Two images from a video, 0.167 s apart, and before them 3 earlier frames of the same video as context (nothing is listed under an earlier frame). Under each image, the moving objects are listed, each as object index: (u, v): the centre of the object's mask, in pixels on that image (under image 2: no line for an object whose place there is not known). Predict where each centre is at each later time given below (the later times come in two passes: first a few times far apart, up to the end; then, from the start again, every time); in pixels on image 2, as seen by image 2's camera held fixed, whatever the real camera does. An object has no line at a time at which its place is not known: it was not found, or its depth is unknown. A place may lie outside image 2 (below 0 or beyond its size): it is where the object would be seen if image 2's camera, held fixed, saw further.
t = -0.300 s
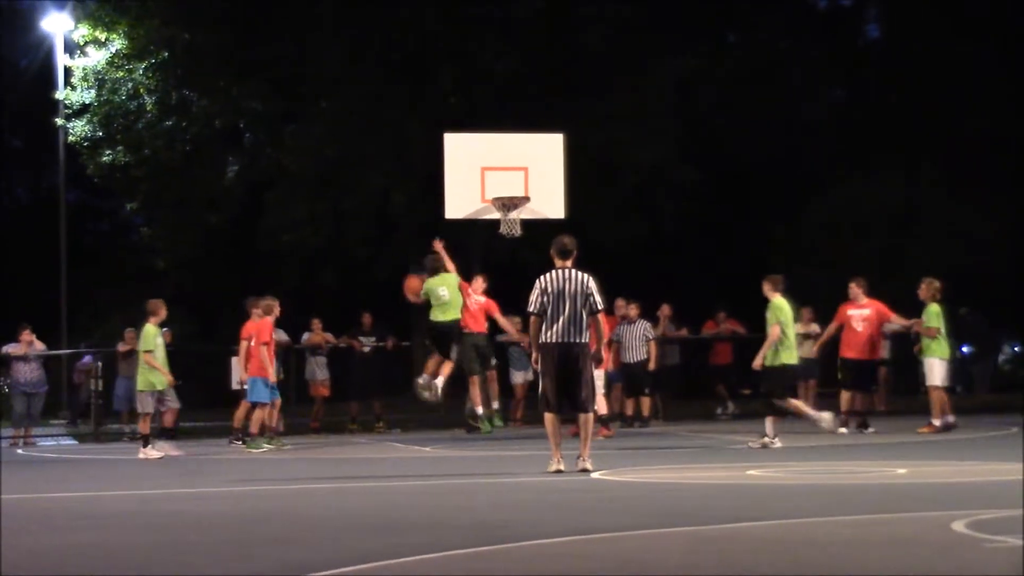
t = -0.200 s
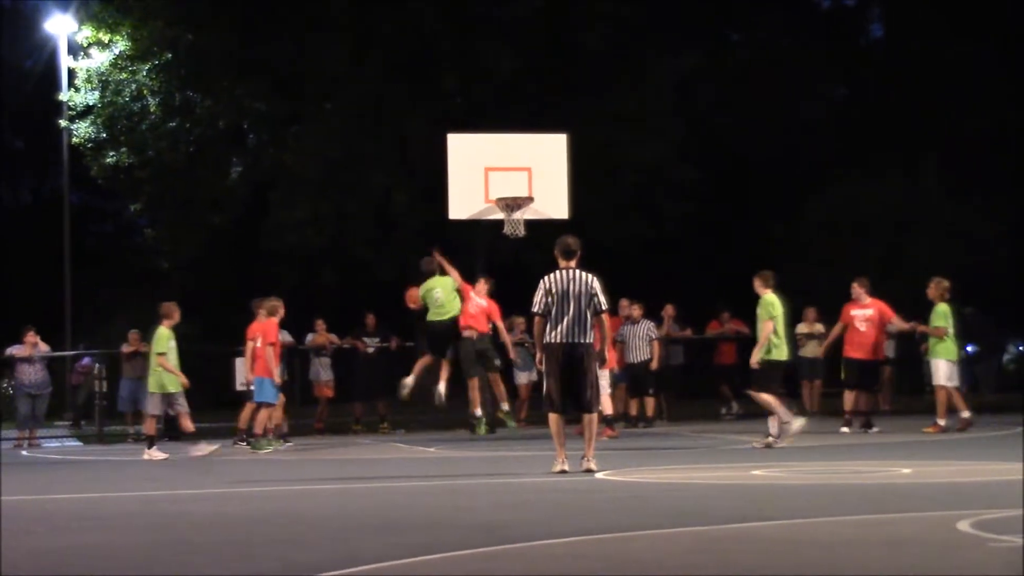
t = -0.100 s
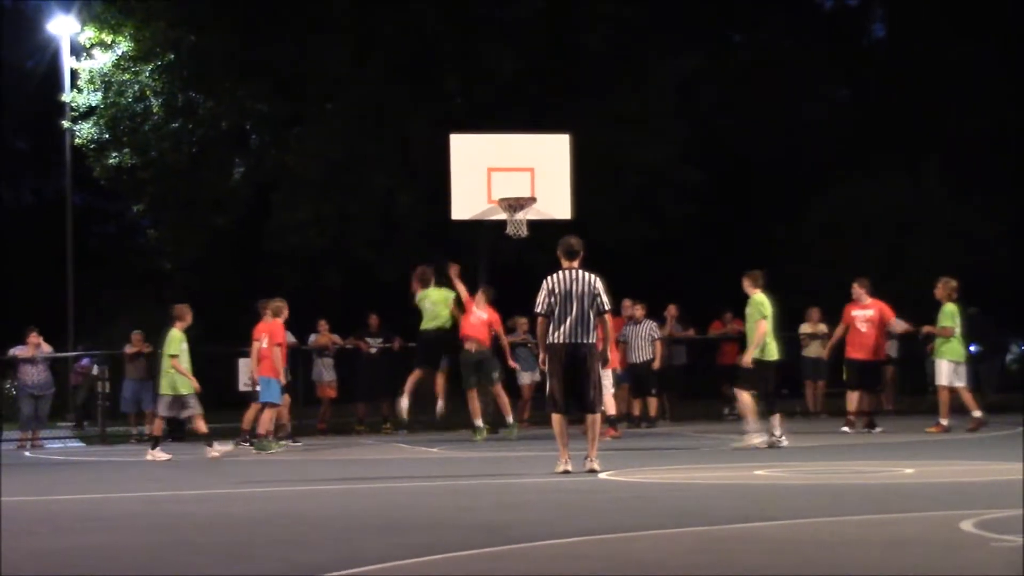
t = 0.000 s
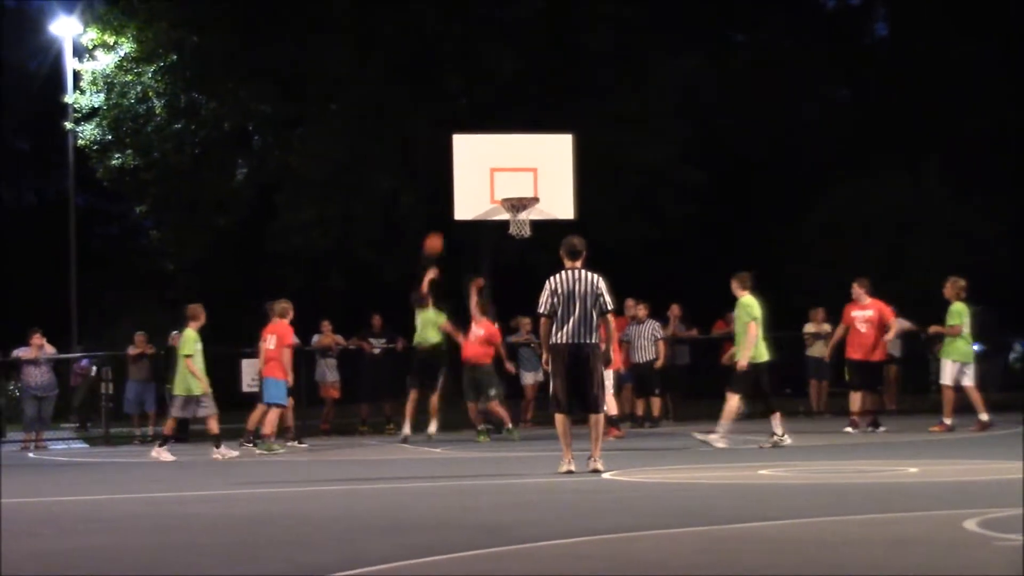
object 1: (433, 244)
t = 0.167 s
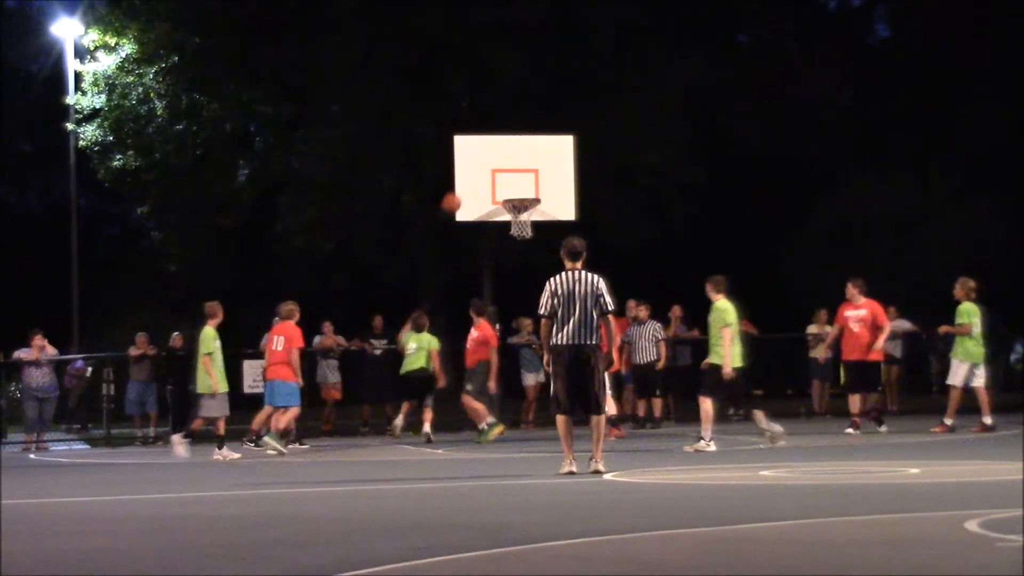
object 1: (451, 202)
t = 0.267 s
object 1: (462, 187)
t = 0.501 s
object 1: (484, 182)
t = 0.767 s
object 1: (485, 193)
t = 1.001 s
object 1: (470, 220)
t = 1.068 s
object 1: (465, 234)
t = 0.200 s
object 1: (454, 197)
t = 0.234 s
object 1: (457, 192)
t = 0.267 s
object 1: (462, 187)
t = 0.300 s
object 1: (465, 184)
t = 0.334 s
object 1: (469, 181)
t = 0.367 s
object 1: (472, 180)
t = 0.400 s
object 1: (475, 179)
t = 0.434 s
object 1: (479, 179)
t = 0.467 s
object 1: (482, 180)
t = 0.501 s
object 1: (484, 182)
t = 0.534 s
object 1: (489, 185)
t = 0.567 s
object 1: (492, 188)
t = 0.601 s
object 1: (496, 193)
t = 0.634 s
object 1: (495, 195)
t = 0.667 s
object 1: (491, 195)
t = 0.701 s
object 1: (489, 193)
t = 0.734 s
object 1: (486, 193)
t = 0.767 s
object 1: (485, 193)
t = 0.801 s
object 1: (482, 194)
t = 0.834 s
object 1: (480, 196)
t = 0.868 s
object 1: (478, 199)
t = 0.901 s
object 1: (476, 202)
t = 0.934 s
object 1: (474, 207)
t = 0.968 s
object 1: (472, 212)
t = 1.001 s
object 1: (470, 220)
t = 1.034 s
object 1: (468, 227)
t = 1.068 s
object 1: (465, 234)
